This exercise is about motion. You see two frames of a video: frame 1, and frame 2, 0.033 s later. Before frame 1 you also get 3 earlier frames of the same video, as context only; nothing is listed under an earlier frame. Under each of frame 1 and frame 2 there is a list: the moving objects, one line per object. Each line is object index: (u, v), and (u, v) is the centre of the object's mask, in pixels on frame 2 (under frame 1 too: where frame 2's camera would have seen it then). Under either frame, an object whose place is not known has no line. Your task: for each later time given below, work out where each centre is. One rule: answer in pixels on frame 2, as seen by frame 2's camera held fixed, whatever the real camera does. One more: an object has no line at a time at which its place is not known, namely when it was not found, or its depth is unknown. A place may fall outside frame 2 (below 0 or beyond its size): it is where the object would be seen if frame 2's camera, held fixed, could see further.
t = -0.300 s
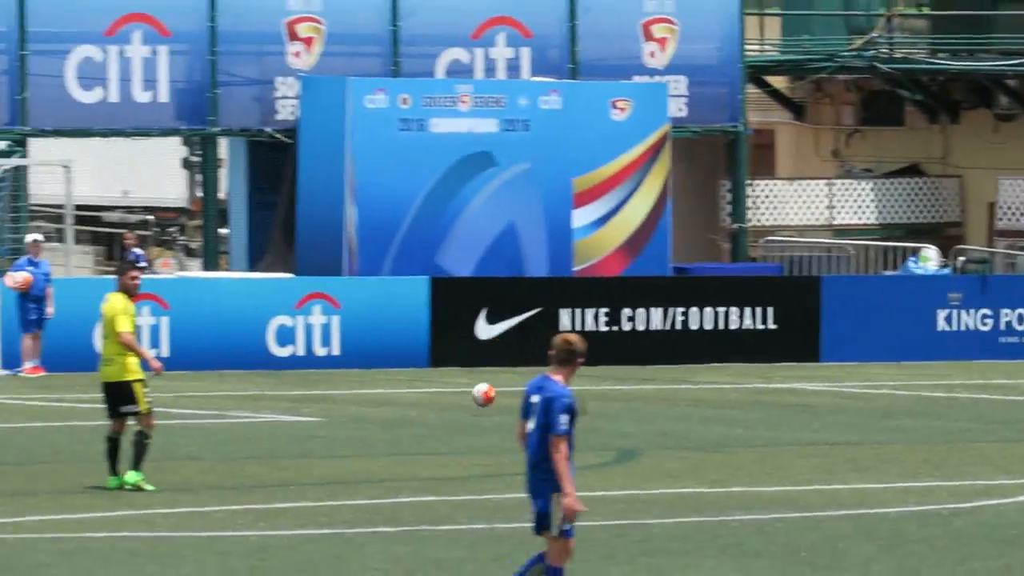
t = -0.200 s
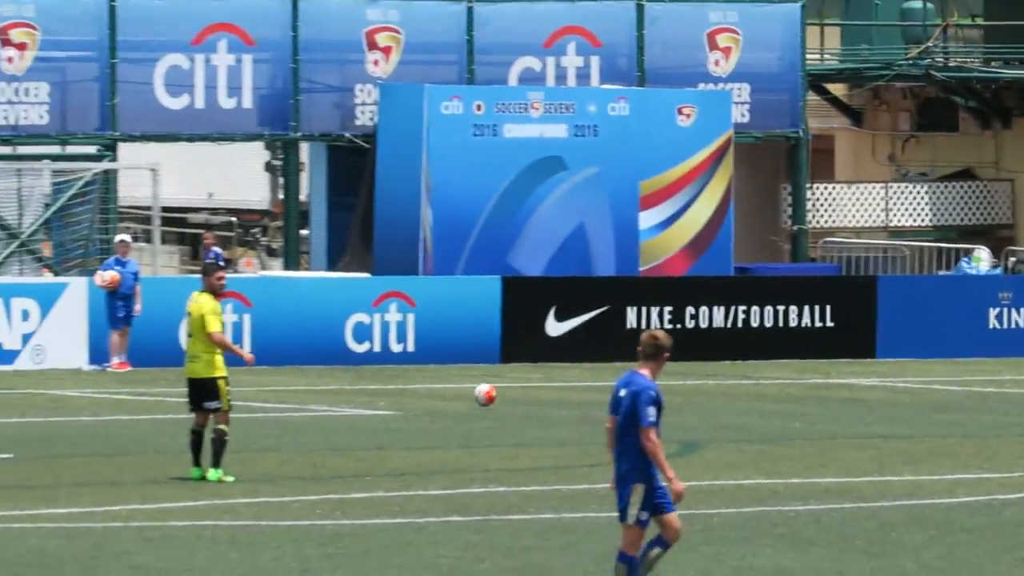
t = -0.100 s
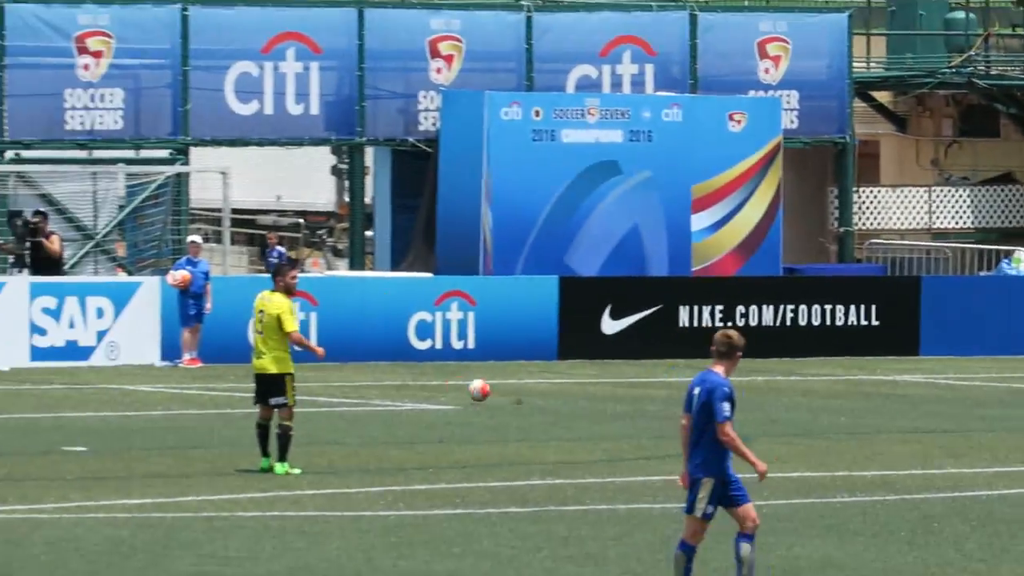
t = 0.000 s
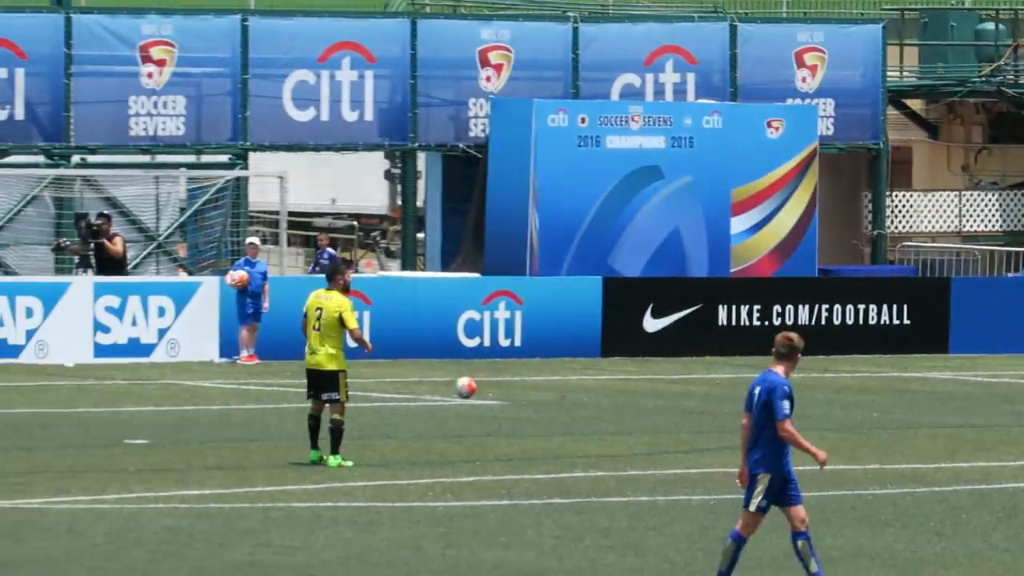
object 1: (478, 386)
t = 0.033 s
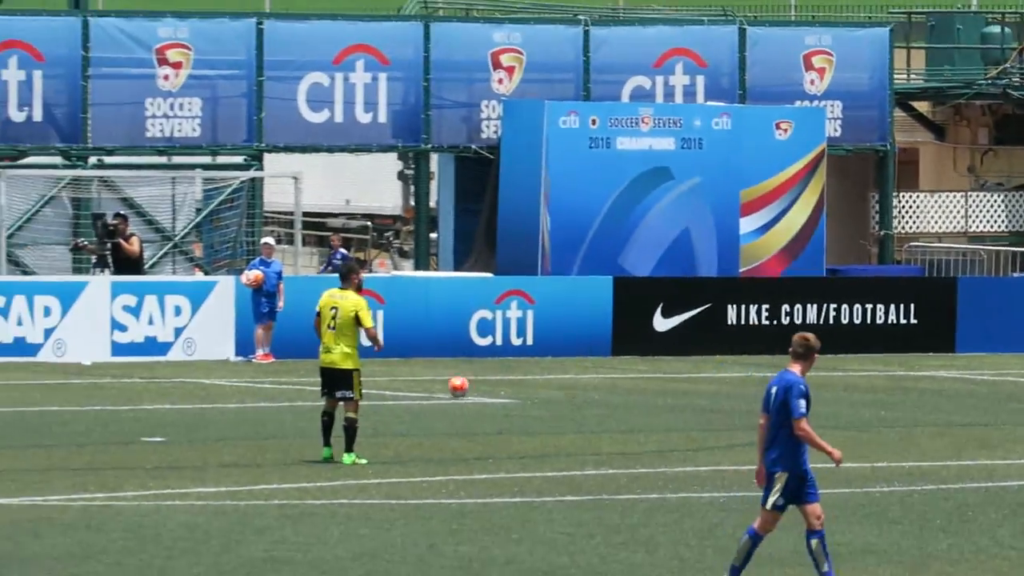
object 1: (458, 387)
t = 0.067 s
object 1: (439, 385)
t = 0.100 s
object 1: (419, 385)
